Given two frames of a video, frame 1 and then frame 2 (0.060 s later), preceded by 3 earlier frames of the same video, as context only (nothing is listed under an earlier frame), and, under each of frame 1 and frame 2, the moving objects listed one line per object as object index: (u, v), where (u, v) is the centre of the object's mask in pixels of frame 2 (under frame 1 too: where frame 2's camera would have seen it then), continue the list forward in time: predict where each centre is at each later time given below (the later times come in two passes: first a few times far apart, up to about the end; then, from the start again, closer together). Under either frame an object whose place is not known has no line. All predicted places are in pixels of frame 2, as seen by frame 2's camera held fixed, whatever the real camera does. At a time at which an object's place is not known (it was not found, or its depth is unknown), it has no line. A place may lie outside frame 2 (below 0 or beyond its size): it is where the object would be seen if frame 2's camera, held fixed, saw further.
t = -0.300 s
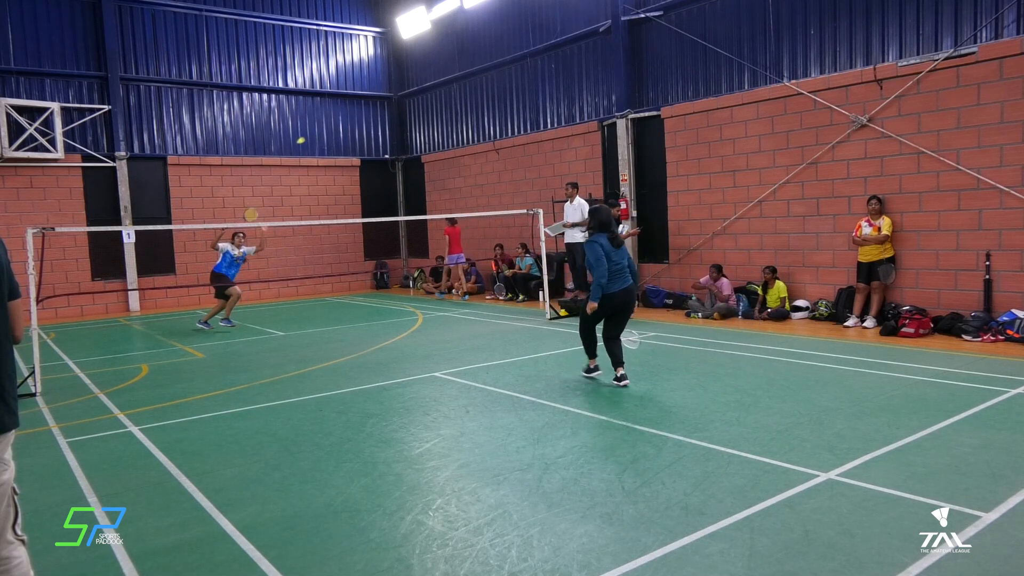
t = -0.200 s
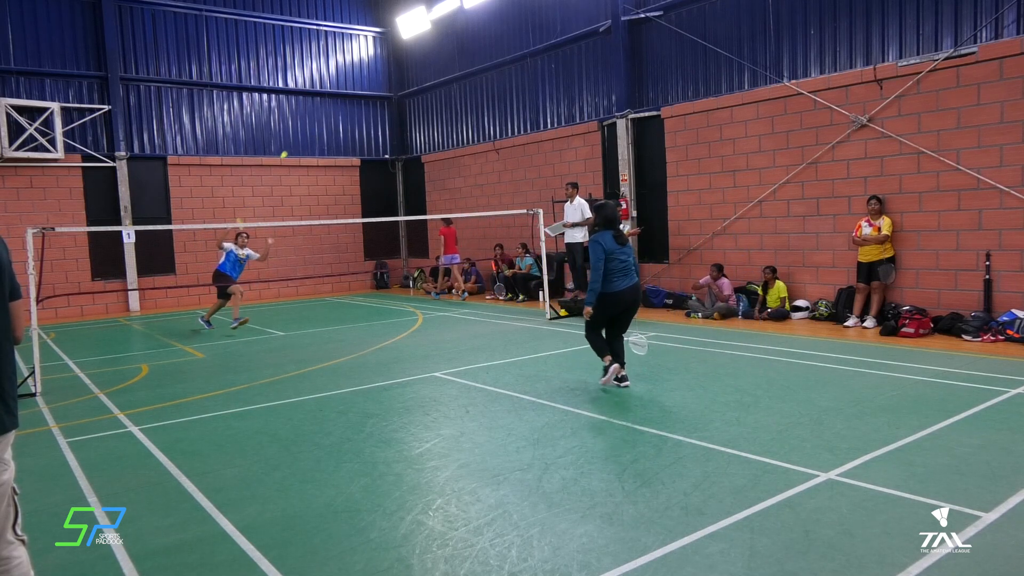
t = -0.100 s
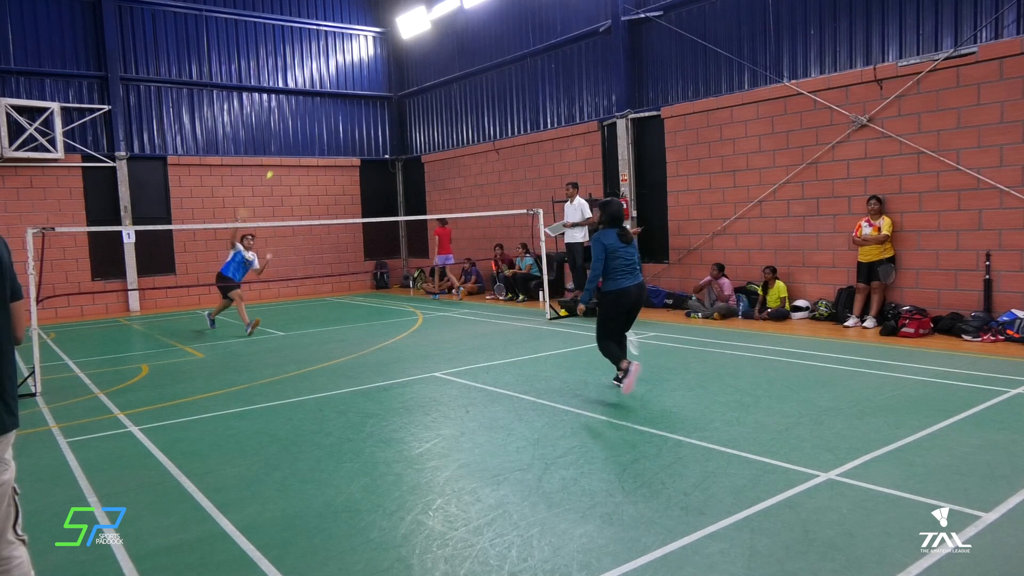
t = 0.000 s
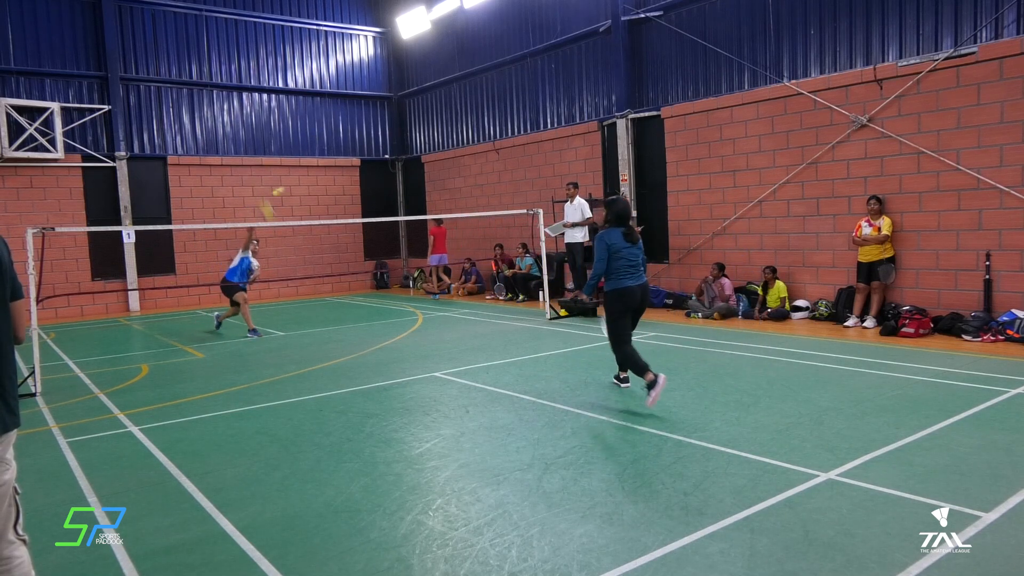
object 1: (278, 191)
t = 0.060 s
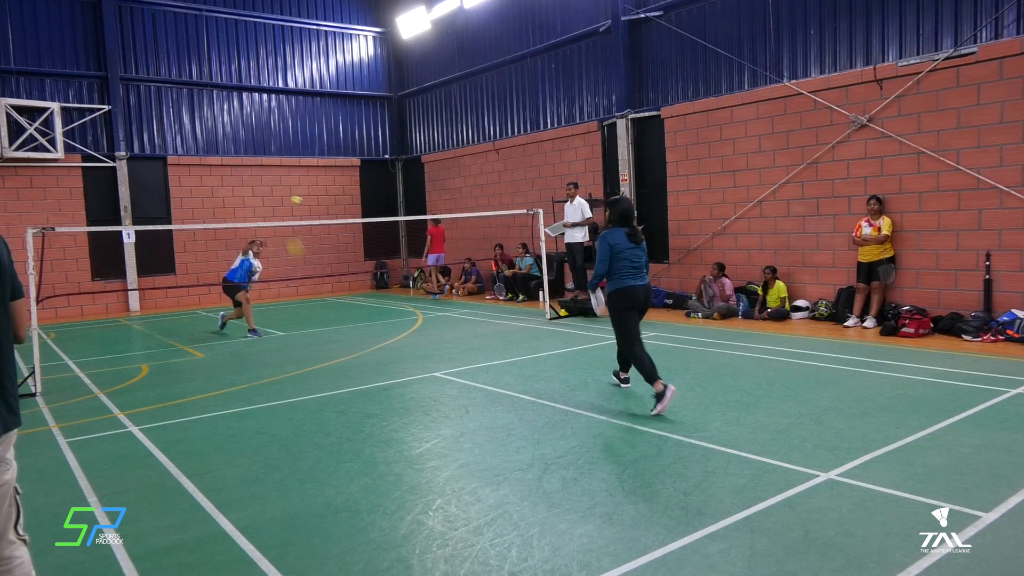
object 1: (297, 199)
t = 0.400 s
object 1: (421, 320)
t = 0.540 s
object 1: (483, 431)
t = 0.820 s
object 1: (554, 473)
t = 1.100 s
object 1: (630, 535)
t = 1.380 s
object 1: (684, 555)
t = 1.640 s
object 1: (698, 560)
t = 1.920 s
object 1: (700, 563)
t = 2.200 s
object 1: (700, 563)
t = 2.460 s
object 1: (700, 563)
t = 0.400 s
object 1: (421, 320)
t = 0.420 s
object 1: (430, 333)
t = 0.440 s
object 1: (438, 347)
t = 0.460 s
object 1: (446, 361)
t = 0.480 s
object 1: (456, 379)
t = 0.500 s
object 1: (465, 394)
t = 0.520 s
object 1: (474, 412)
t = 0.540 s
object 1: (483, 431)
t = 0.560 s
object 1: (493, 451)
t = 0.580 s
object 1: (503, 472)
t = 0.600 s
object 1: (511, 490)
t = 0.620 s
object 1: (514, 490)
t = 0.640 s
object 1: (518, 489)
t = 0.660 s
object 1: (522, 487)
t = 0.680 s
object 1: (526, 484)
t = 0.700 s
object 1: (530, 481)
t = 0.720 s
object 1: (534, 479)
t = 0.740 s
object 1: (537, 476)
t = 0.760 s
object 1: (541, 474)
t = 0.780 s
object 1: (545, 472)
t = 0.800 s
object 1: (550, 472)
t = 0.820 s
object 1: (554, 473)
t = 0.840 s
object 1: (559, 477)
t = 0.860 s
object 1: (563, 480)
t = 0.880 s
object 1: (568, 485)
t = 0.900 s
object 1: (572, 491)
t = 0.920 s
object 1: (577, 498)
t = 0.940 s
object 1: (582, 506)
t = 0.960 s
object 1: (588, 515)
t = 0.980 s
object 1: (593, 523)
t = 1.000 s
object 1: (598, 533)
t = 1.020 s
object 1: (602, 541)
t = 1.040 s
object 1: (609, 542)
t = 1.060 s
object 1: (616, 540)
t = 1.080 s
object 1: (624, 535)
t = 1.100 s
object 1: (630, 535)
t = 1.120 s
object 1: (634, 537)
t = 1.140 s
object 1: (636, 538)
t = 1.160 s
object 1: (638, 539)
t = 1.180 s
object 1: (639, 540)
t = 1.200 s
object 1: (640, 541)
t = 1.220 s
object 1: (642, 540)
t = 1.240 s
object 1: (645, 539)
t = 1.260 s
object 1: (650, 539)
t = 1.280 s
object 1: (656, 543)
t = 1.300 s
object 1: (663, 550)
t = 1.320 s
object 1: (670, 549)
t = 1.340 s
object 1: (676, 551)
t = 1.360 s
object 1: (682, 553)
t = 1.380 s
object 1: (684, 555)
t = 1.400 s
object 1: (686, 554)
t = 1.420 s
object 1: (689, 553)
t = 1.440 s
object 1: (691, 552)
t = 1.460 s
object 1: (693, 553)
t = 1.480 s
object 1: (696, 554)
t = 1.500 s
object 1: (697, 556)
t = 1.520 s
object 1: (697, 555)
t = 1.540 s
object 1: (698, 555)
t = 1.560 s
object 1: (698, 555)
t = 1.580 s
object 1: (698, 557)
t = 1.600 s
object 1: (697, 559)
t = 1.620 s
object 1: (698, 561)
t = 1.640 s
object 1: (698, 560)
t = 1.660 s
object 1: (699, 559)
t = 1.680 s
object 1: (699, 560)
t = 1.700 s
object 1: (700, 561)
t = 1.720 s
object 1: (700, 562)
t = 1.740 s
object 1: (700, 562)
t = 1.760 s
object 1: (700, 562)
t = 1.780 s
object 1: (700, 562)
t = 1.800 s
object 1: (700, 562)
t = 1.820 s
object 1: (700, 562)
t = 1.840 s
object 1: (700, 563)
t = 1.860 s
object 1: (700, 563)
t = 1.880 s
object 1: (700, 563)
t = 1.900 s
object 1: (700, 563)
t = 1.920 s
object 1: (700, 563)
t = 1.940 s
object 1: (700, 563)
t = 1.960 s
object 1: (700, 563)
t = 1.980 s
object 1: (700, 563)
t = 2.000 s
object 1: (700, 563)
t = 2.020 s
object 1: (700, 563)
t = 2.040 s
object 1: (700, 563)
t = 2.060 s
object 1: (699, 563)
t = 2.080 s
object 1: (699, 563)
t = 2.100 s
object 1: (699, 563)
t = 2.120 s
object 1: (700, 563)
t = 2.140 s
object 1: (700, 563)
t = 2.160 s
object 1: (700, 563)
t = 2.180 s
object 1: (700, 563)
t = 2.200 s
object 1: (700, 563)
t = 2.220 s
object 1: (700, 563)
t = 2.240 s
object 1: (700, 563)
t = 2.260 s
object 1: (700, 563)
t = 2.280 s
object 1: (700, 563)
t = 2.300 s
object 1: (700, 563)
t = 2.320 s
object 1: (700, 563)
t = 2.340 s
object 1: (700, 563)
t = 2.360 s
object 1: (700, 563)
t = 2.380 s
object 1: (700, 563)
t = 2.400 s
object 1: (700, 563)
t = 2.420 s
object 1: (700, 563)
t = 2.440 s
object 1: (700, 563)
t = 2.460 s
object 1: (700, 563)
